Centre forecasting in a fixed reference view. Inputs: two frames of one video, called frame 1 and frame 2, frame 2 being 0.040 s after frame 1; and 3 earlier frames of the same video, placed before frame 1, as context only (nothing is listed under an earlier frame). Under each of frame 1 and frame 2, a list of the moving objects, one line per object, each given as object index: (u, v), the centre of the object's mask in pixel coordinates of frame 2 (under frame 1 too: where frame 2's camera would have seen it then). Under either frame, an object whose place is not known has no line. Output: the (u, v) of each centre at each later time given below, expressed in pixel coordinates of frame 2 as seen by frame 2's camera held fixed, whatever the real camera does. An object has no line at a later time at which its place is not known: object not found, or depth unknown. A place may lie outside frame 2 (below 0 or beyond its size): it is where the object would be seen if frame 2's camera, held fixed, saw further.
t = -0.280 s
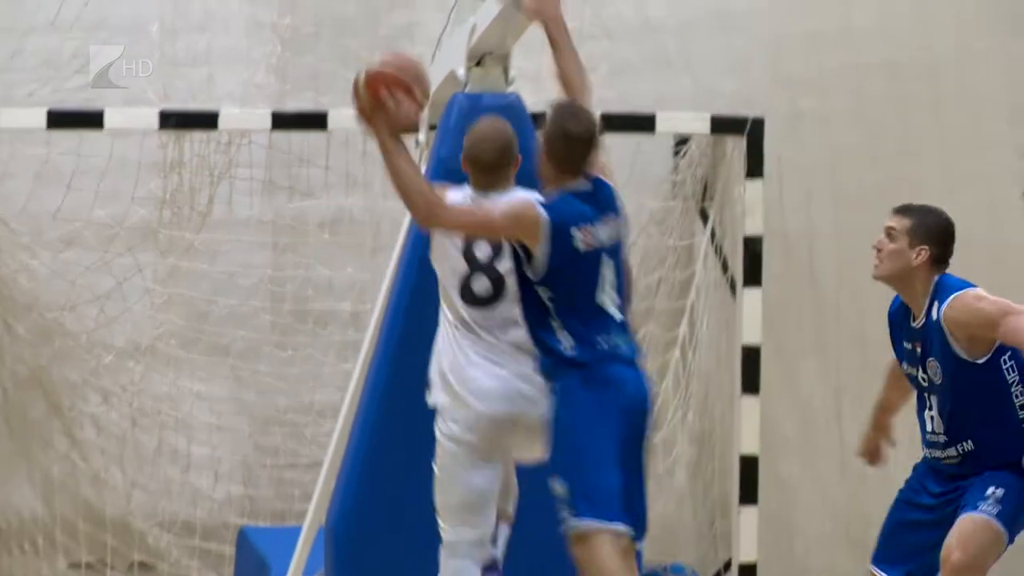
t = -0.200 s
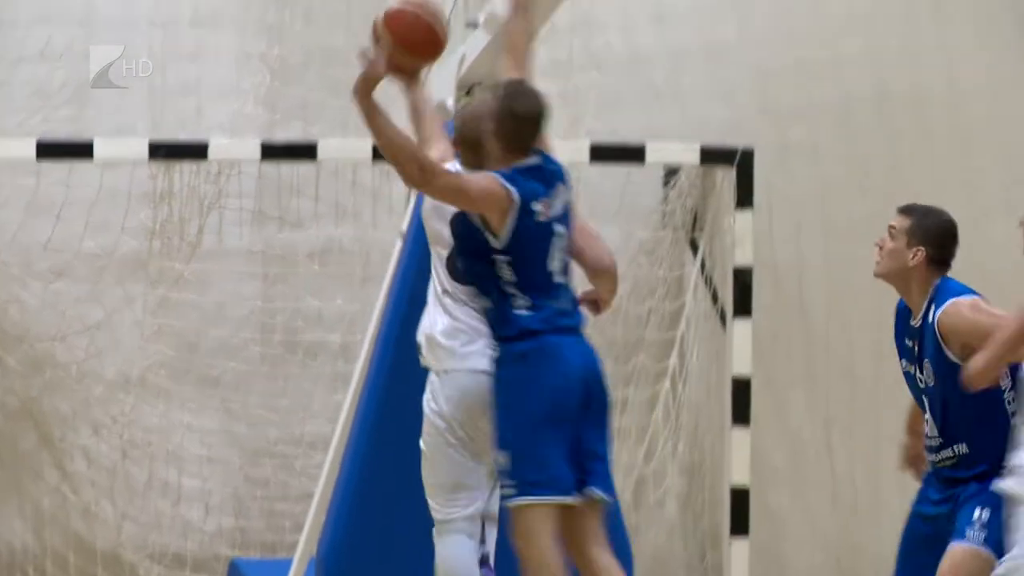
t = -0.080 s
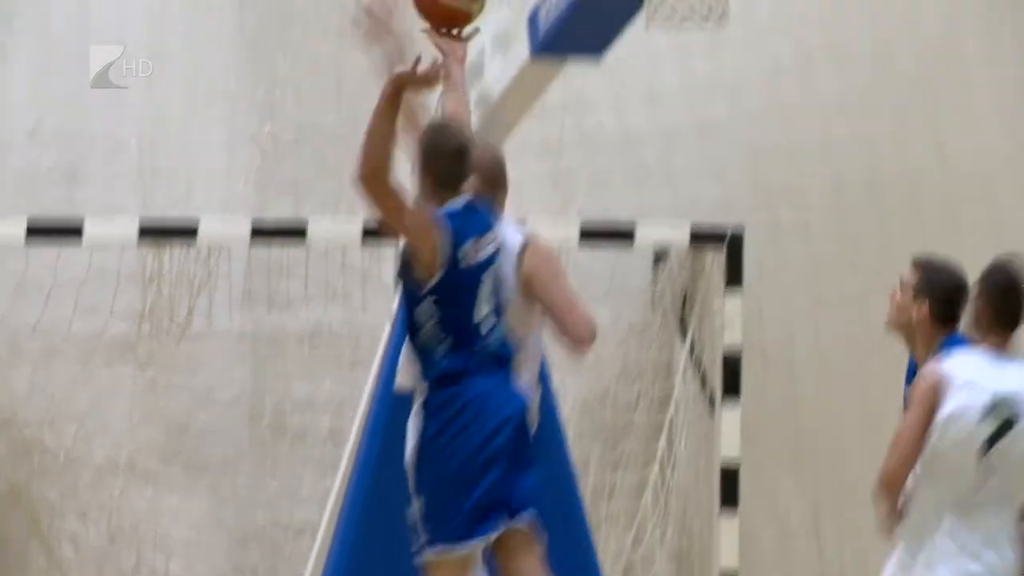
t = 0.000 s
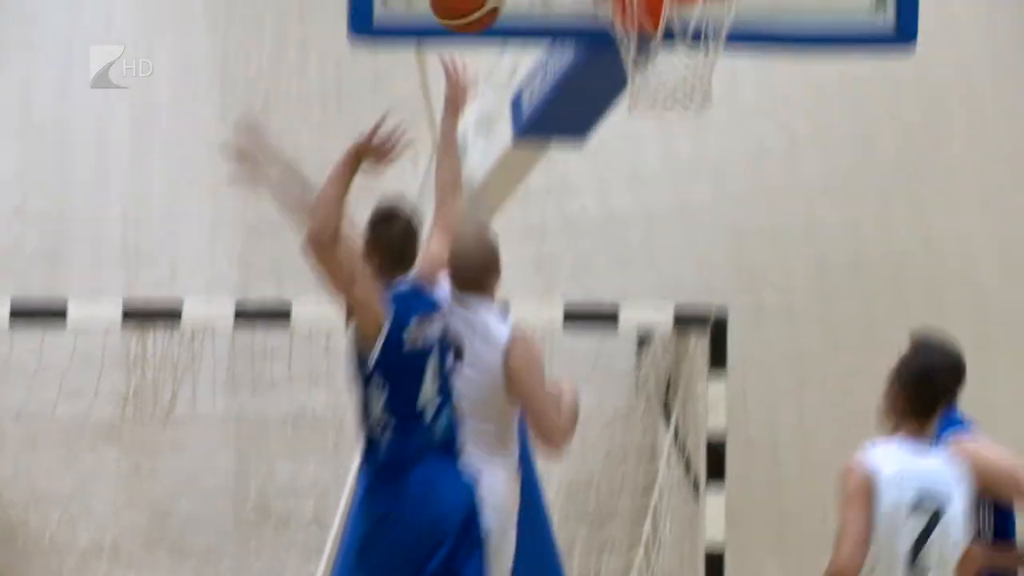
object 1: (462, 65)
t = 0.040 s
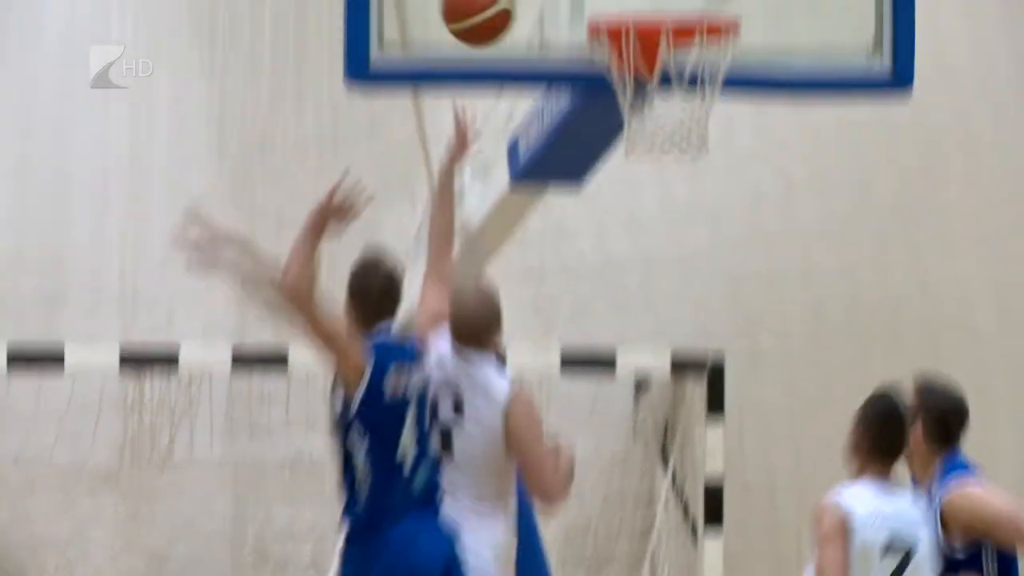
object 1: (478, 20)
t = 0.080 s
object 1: (498, -20)
